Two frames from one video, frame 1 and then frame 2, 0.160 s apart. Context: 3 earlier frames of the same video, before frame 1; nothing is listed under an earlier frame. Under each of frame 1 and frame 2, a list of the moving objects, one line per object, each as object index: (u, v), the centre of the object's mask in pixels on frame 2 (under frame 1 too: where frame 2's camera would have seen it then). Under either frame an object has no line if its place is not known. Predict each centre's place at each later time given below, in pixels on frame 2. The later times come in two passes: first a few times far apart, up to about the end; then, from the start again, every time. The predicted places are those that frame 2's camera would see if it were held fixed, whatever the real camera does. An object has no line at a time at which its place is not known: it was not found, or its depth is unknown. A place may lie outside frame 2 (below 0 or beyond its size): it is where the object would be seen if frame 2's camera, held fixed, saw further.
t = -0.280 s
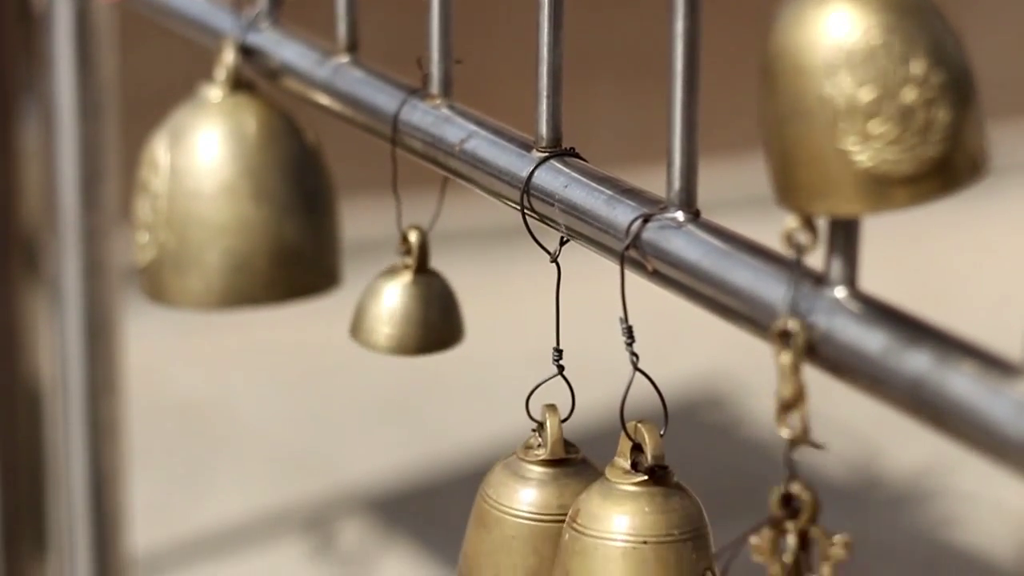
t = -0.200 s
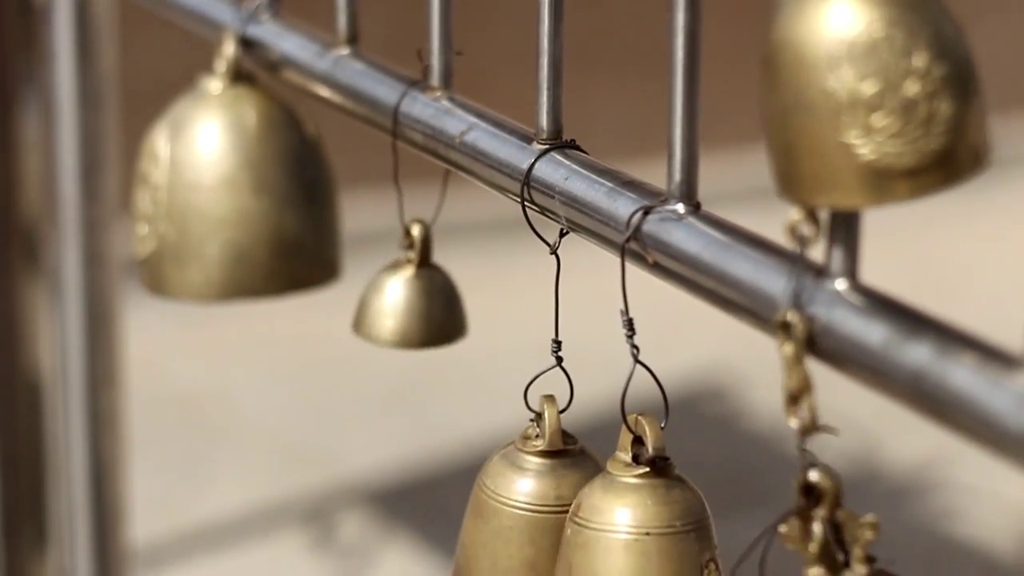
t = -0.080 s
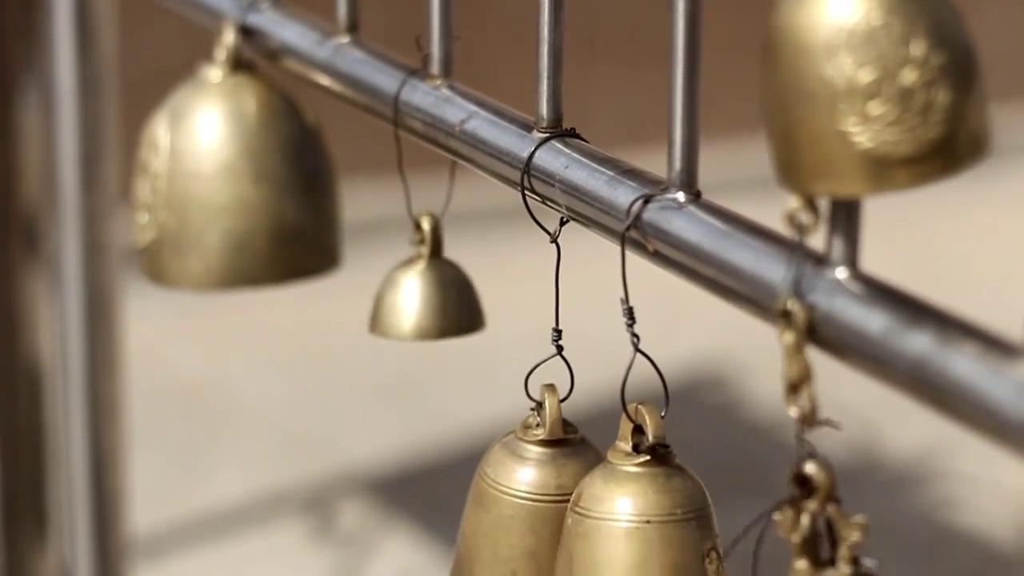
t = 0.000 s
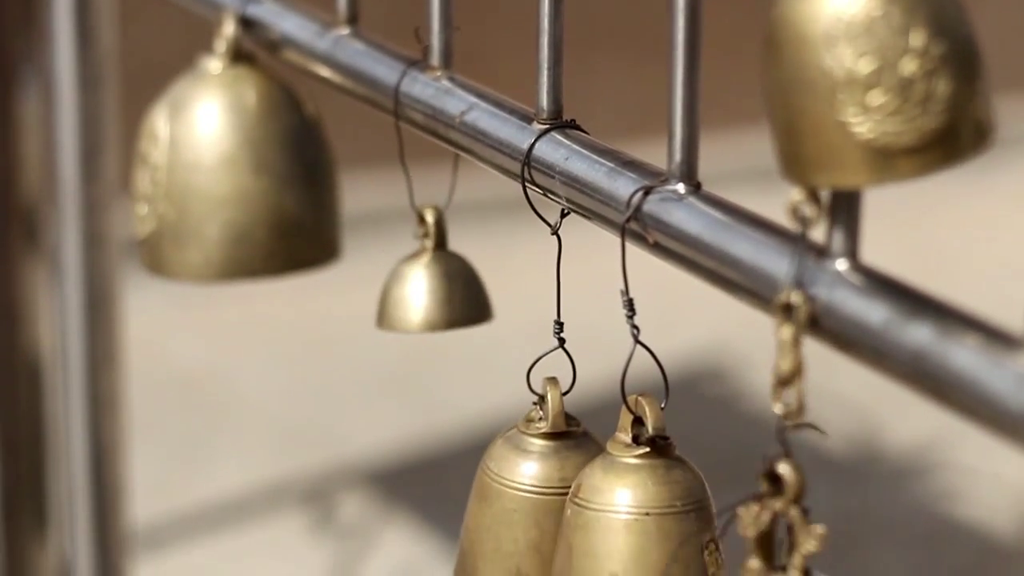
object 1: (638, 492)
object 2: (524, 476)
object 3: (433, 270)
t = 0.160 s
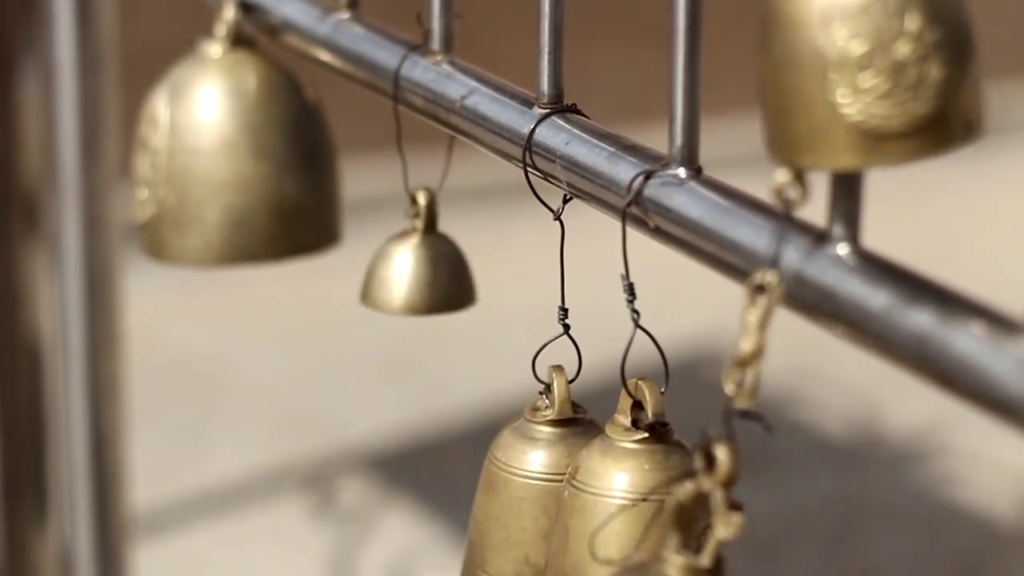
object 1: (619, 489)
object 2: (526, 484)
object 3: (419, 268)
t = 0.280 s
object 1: (623, 497)
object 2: (525, 491)
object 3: (409, 263)
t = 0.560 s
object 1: (639, 525)
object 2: (518, 497)
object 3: (432, 271)
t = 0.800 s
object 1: (622, 520)
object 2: (522, 503)
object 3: (412, 265)
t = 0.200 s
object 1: (616, 490)
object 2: (526, 486)
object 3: (414, 266)
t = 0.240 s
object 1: (618, 492)
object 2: (526, 488)
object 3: (411, 264)
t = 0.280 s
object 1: (623, 497)
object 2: (525, 491)
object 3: (409, 263)
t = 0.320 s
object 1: (629, 503)
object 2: (524, 492)
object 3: (409, 263)
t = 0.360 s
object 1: (635, 509)
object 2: (524, 495)
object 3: (412, 264)
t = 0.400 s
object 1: (638, 514)
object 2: (522, 496)
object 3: (416, 266)
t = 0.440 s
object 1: (640, 518)
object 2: (521, 497)
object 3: (421, 268)
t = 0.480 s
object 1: (640, 520)
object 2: (520, 497)
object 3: (425, 270)
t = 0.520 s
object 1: (639, 523)
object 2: (519, 497)
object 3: (429, 270)
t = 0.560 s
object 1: (639, 525)
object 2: (518, 497)
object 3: (432, 271)
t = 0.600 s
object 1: (638, 528)
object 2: (518, 498)
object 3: (432, 271)
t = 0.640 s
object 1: (637, 531)
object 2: (518, 498)
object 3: (430, 270)
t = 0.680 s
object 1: (635, 533)
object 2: (518, 498)
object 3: (426, 270)
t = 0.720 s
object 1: (631, 531)
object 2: (519, 500)
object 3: (421, 269)
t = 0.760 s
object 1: (627, 527)
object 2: (521, 501)
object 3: (416, 267)
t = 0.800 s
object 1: (622, 520)
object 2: (522, 503)
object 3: (412, 265)
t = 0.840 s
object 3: (409, 263)
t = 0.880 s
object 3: (408, 263)
